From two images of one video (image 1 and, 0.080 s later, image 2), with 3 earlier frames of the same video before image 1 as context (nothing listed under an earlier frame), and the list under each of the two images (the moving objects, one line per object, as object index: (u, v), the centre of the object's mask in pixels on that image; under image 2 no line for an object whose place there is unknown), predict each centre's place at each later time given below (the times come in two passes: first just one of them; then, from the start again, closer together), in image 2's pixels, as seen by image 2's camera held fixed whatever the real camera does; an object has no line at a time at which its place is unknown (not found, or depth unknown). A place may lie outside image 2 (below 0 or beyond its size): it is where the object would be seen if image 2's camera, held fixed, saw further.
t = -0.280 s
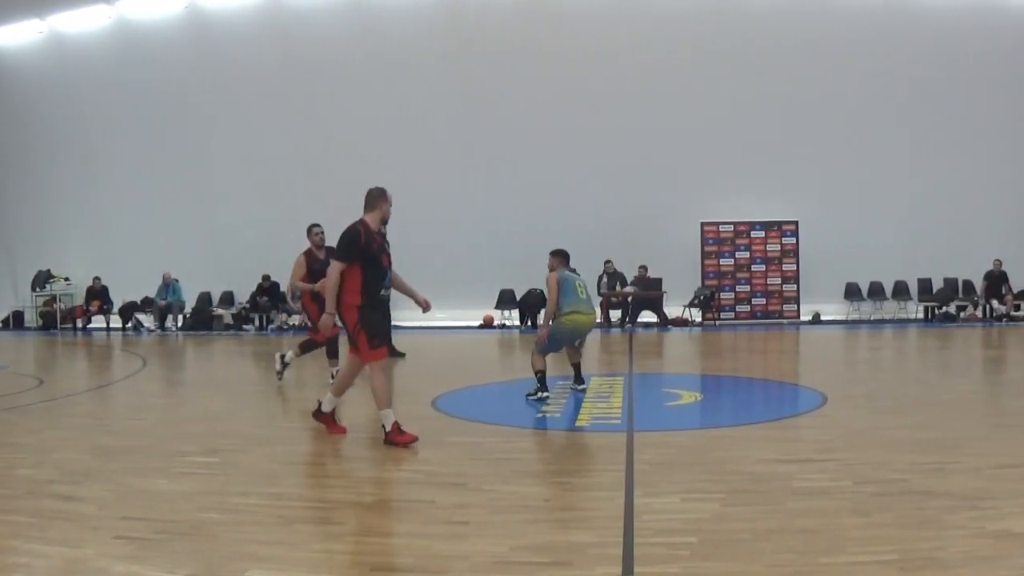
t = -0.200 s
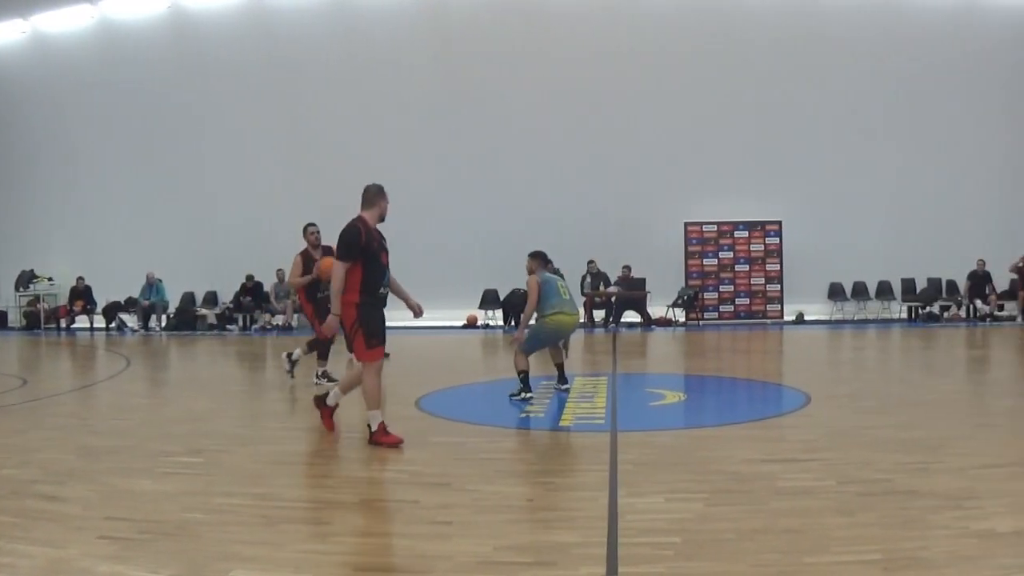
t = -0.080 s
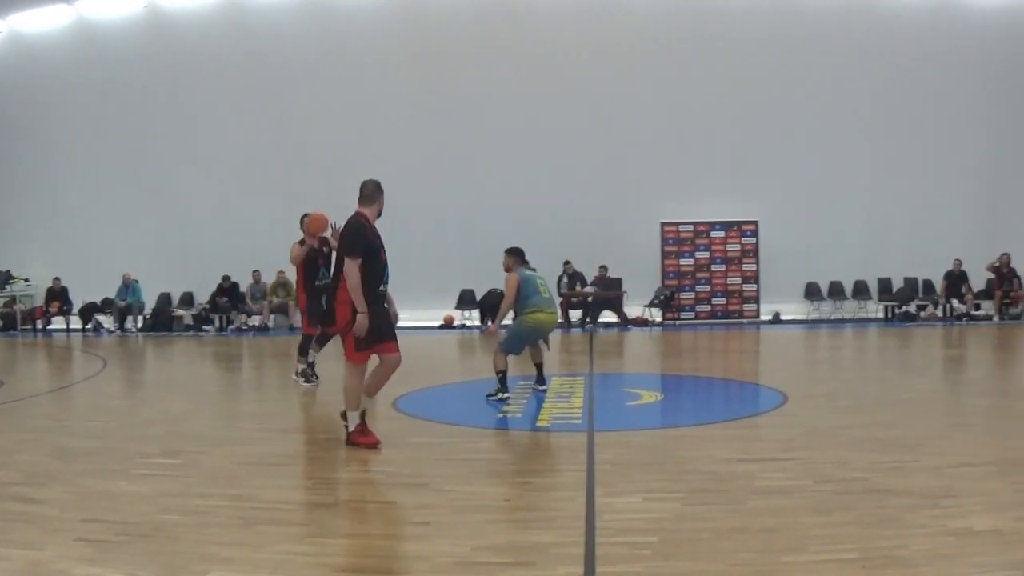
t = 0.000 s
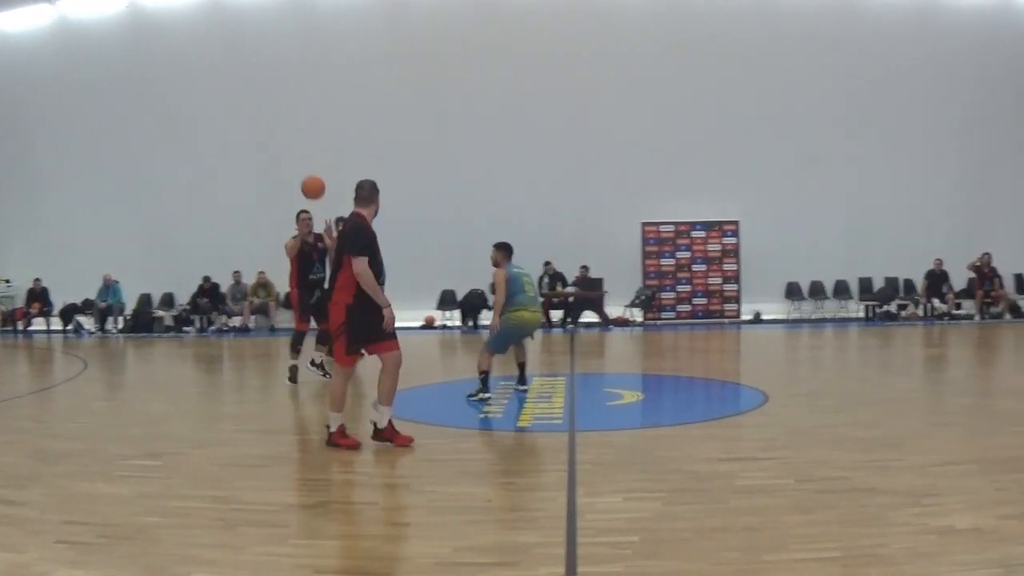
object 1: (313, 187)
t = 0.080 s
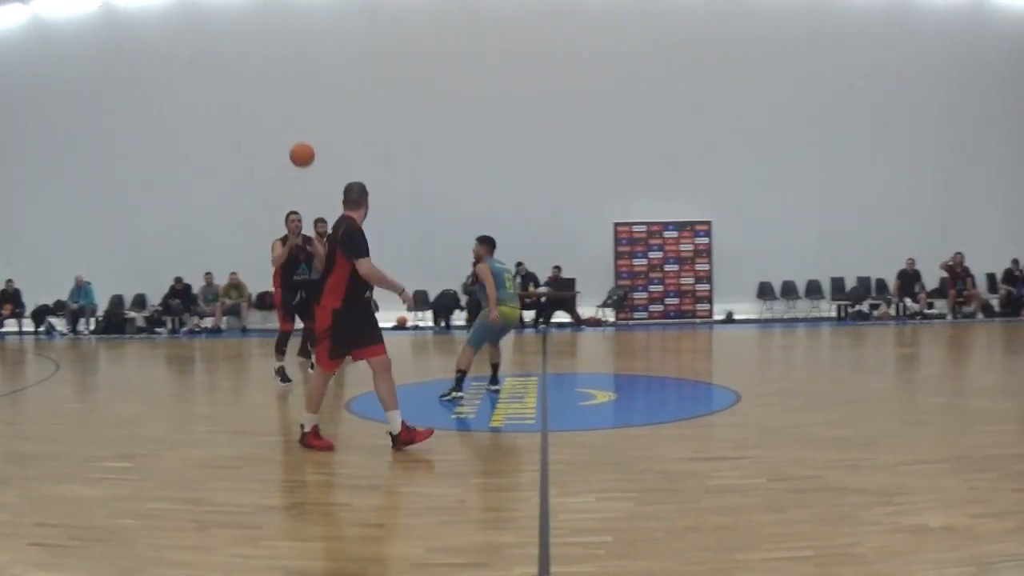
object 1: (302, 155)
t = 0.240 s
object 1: (326, 100)
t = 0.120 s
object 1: (306, 139)
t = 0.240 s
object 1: (326, 100)
